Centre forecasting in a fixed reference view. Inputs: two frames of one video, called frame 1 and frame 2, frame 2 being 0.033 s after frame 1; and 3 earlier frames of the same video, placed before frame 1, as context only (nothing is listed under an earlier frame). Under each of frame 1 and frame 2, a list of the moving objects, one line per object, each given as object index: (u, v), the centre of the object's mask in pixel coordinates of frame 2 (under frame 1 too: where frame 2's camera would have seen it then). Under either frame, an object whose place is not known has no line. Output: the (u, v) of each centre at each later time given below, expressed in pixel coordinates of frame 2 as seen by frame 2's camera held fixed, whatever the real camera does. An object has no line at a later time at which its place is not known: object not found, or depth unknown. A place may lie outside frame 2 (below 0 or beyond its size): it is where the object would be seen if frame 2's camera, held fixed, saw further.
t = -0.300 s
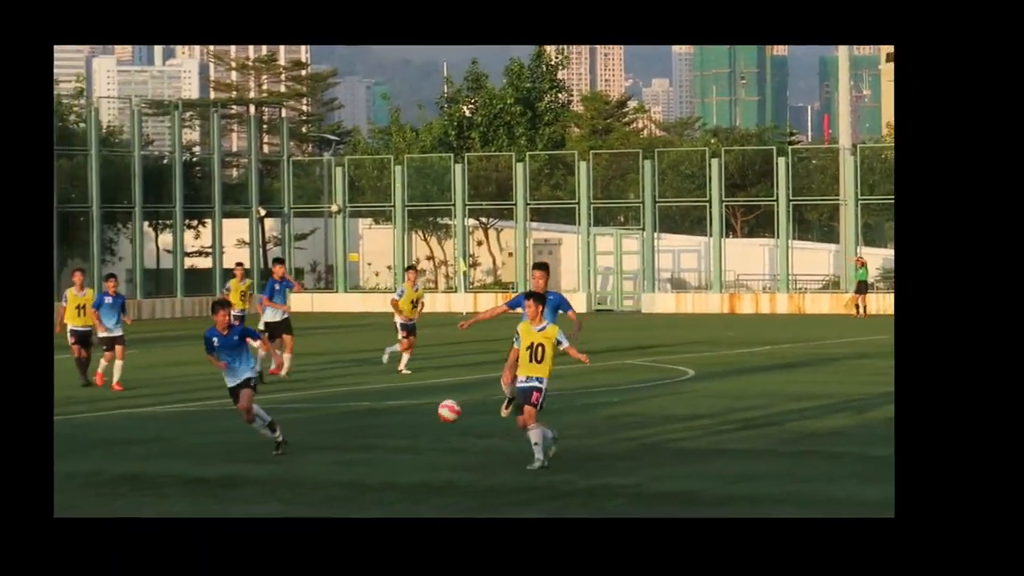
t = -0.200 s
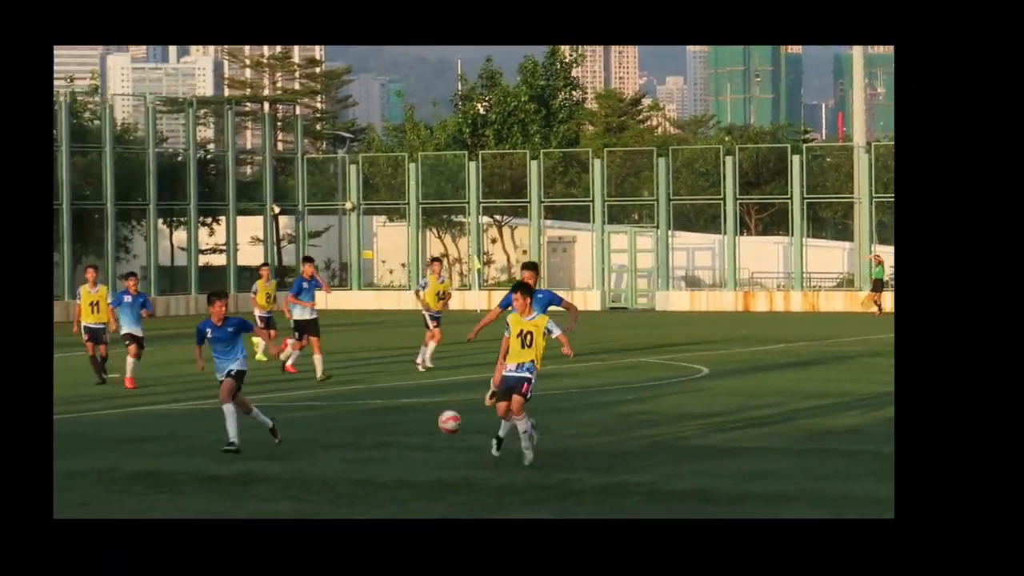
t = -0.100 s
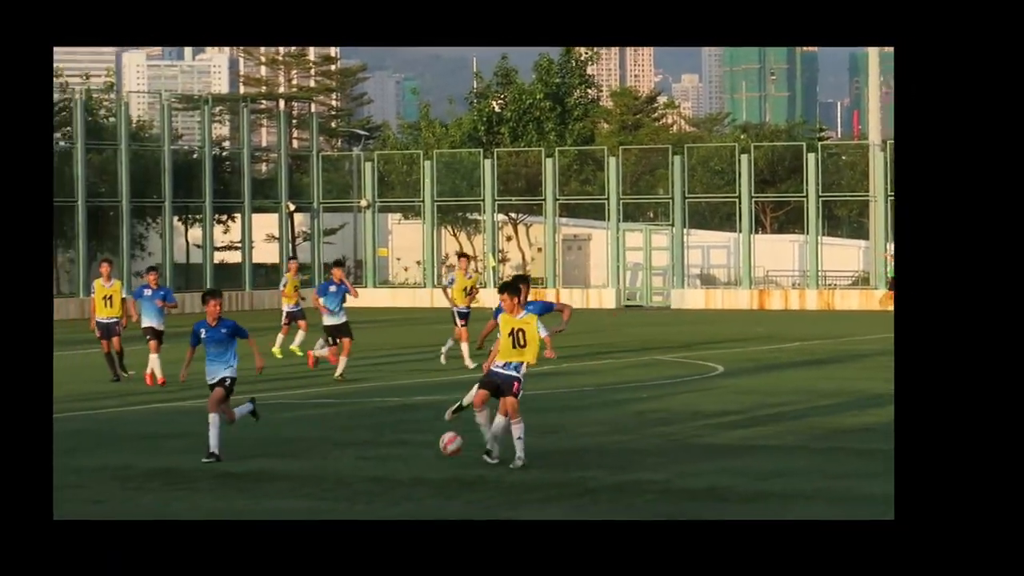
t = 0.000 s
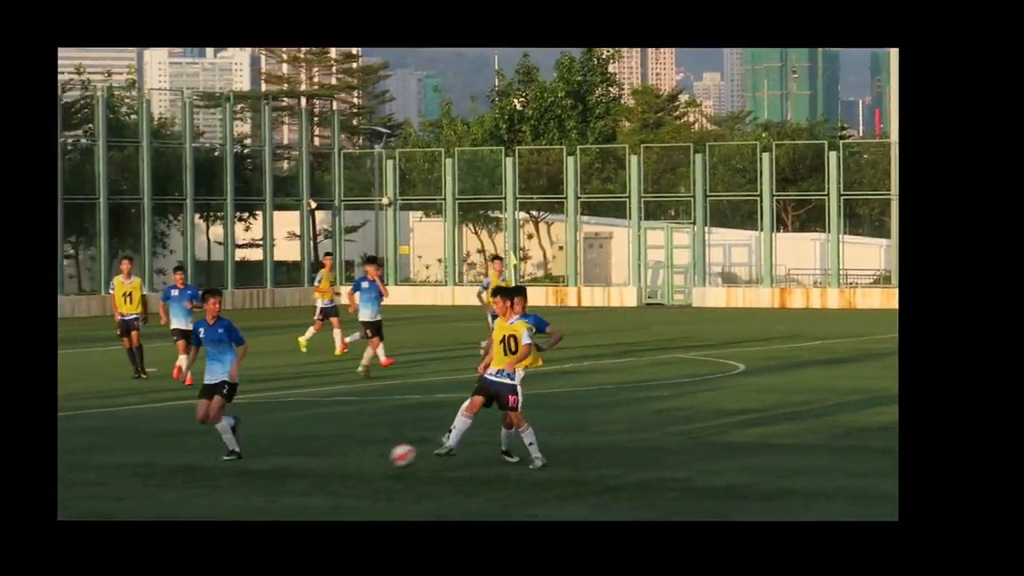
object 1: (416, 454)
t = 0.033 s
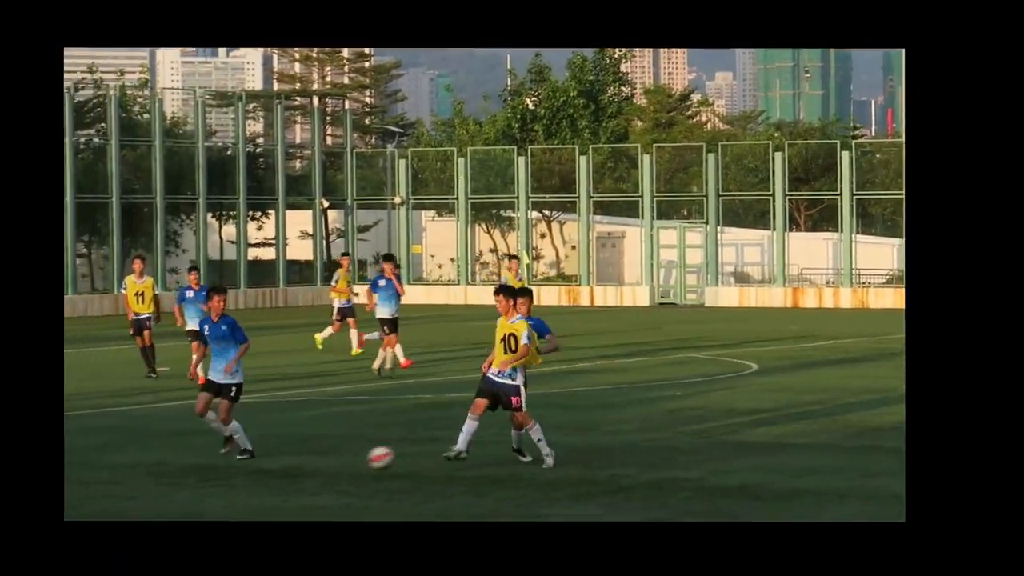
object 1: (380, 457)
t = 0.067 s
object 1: (344, 461)
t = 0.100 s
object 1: (307, 467)
